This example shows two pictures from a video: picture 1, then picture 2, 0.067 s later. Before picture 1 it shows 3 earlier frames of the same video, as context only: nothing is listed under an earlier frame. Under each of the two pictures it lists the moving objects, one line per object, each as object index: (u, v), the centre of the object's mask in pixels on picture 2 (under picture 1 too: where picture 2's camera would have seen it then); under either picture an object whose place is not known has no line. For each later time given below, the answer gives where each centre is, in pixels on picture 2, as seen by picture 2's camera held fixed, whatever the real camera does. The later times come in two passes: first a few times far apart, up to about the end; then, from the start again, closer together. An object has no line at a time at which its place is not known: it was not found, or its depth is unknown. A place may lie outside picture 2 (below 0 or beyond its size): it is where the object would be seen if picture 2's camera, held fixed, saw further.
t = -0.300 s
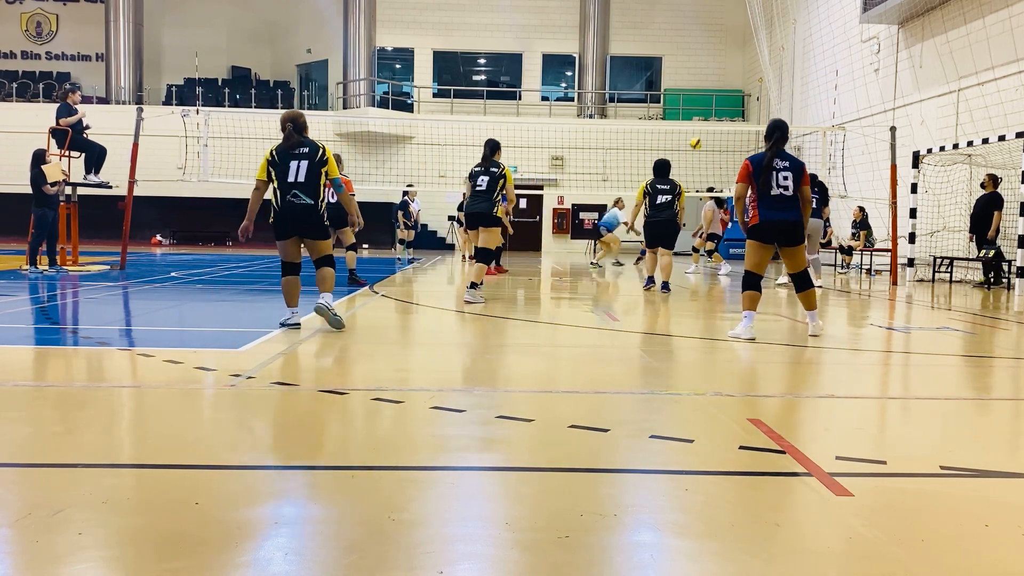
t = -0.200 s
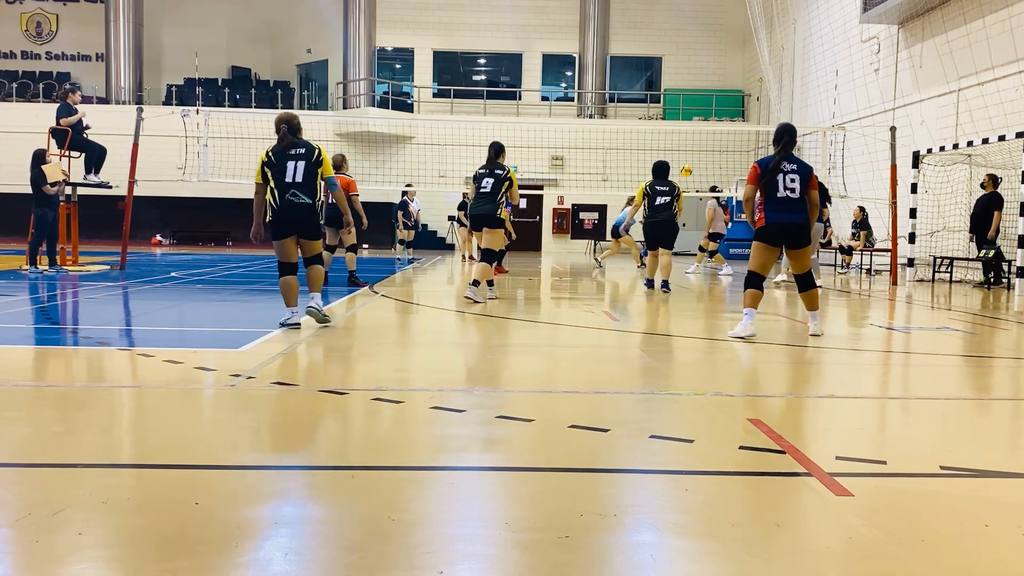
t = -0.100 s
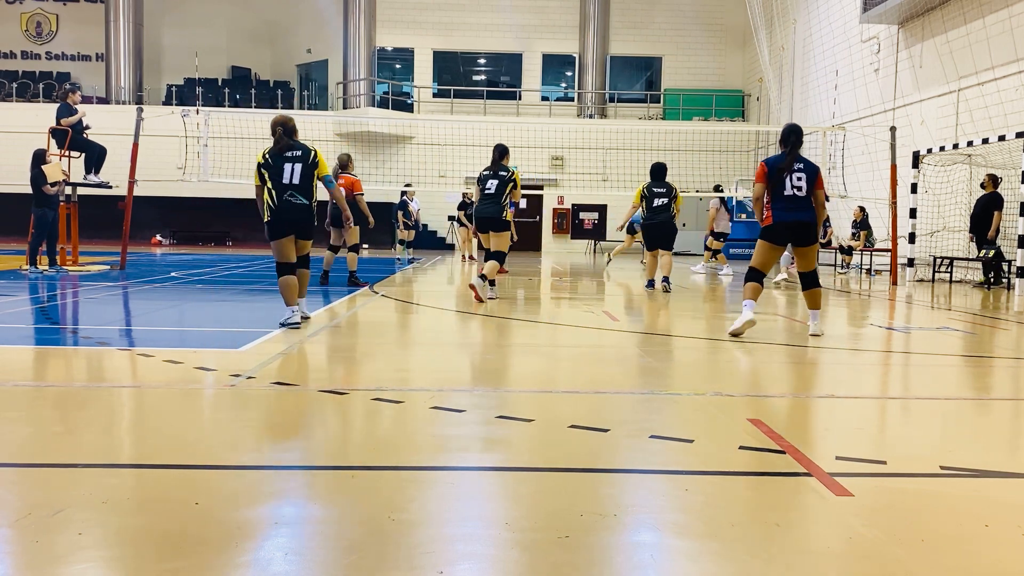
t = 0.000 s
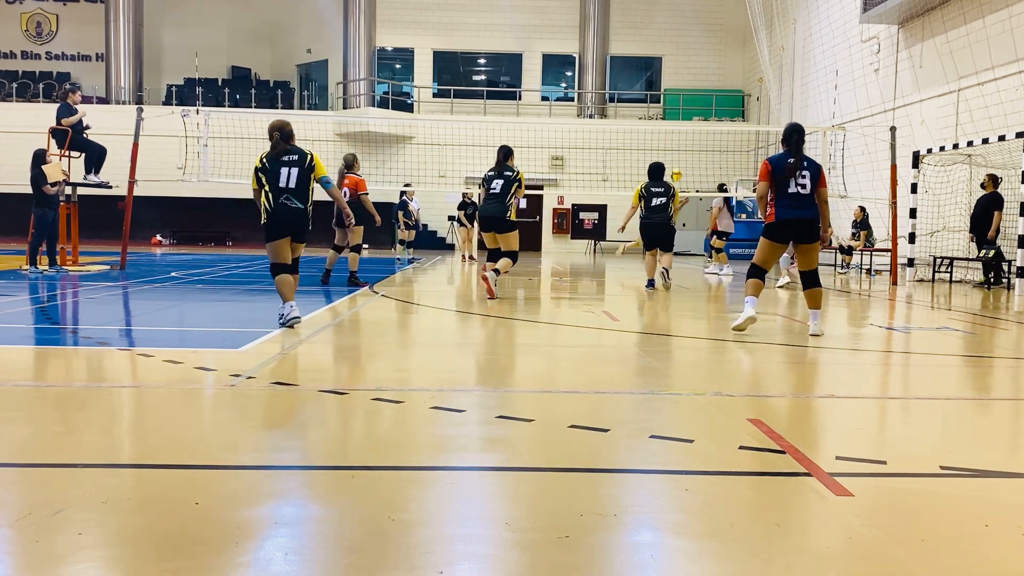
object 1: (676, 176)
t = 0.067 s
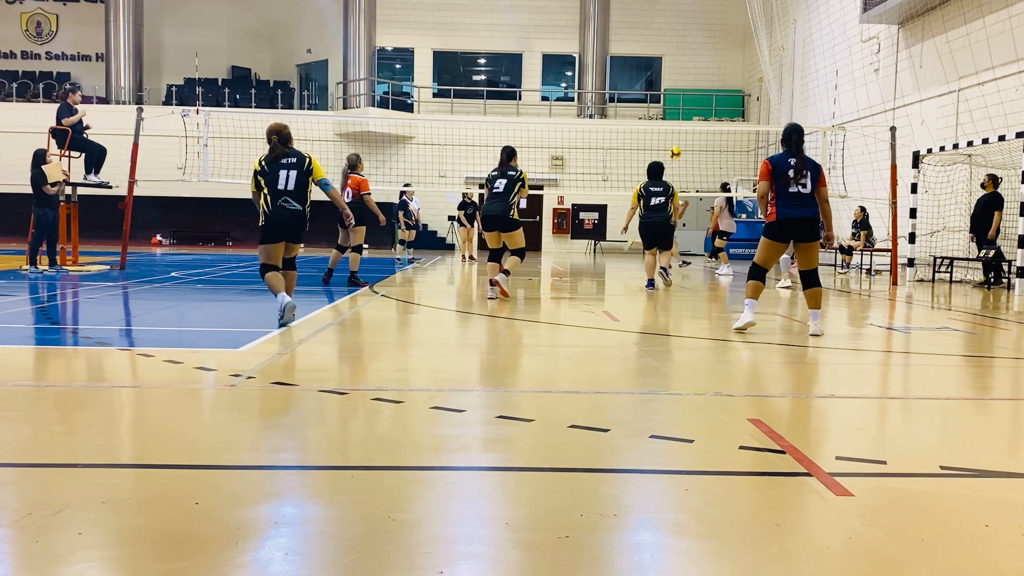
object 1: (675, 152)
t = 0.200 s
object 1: (671, 112)
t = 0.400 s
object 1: (663, 64)
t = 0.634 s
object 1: (647, 35)
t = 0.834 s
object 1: (626, 43)
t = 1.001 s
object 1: (603, 83)
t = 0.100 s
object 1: (674, 142)
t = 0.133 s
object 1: (673, 133)
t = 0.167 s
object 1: (672, 120)
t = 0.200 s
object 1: (671, 112)
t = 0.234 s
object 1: (670, 103)
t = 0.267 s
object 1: (669, 94)
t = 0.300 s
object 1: (667, 87)
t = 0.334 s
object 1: (666, 78)
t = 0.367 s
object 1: (665, 71)
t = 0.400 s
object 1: (663, 64)
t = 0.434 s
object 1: (661, 58)
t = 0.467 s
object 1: (659, 53)
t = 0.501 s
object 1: (657, 48)
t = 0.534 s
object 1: (655, 43)
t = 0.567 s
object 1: (653, 40)
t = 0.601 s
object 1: (649, 37)
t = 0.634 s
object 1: (647, 35)
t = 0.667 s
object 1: (644, 34)
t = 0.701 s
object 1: (641, 34)
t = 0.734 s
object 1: (638, 34)
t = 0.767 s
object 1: (634, 37)
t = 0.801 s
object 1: (630, 40)
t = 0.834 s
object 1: (626, 43)
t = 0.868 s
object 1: (622, 49)
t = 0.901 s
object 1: (617, 56)
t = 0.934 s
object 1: (613, 63)
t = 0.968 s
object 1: (608, 72)
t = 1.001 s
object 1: (603, 83)
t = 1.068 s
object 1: (591, 111)
